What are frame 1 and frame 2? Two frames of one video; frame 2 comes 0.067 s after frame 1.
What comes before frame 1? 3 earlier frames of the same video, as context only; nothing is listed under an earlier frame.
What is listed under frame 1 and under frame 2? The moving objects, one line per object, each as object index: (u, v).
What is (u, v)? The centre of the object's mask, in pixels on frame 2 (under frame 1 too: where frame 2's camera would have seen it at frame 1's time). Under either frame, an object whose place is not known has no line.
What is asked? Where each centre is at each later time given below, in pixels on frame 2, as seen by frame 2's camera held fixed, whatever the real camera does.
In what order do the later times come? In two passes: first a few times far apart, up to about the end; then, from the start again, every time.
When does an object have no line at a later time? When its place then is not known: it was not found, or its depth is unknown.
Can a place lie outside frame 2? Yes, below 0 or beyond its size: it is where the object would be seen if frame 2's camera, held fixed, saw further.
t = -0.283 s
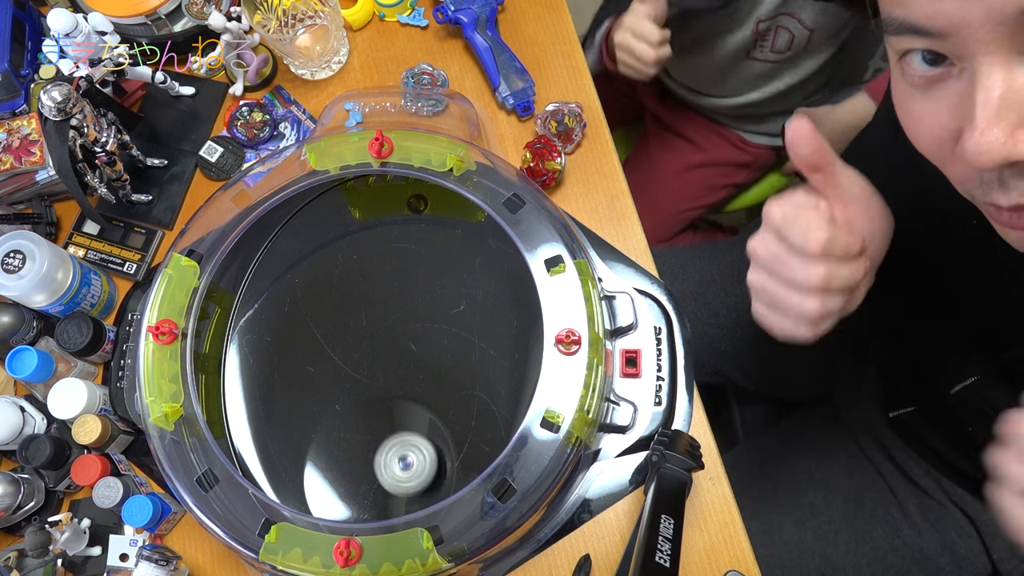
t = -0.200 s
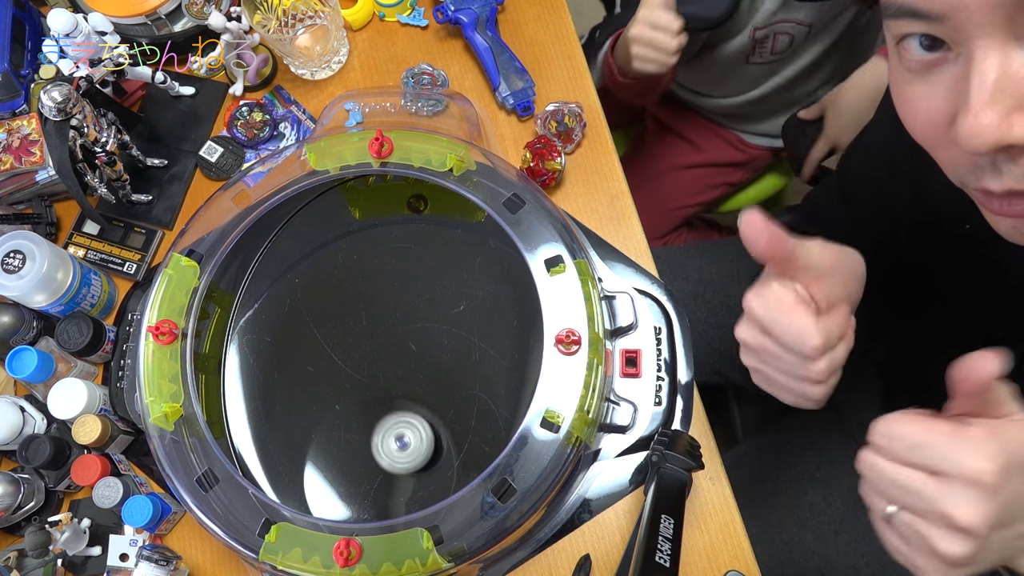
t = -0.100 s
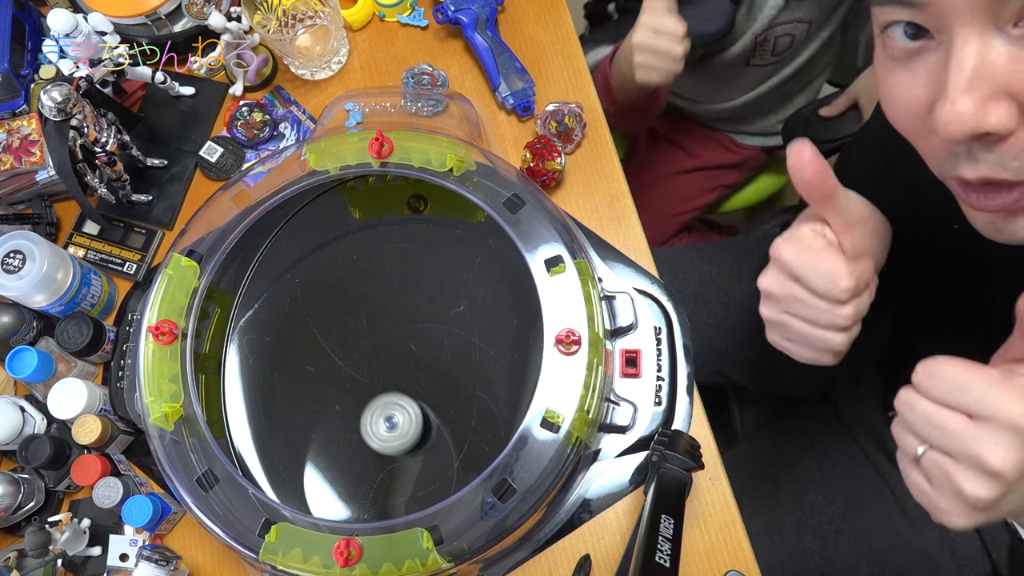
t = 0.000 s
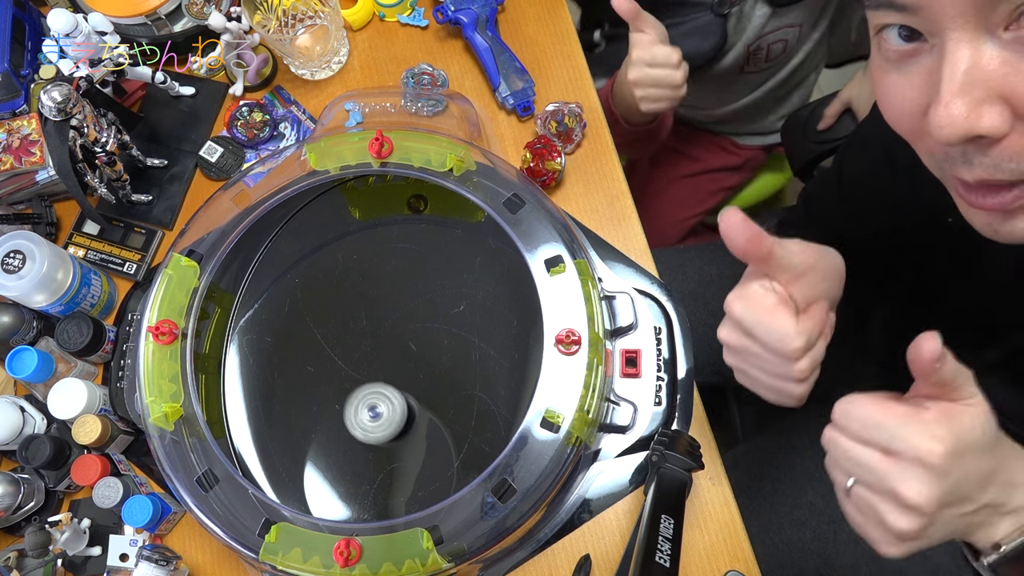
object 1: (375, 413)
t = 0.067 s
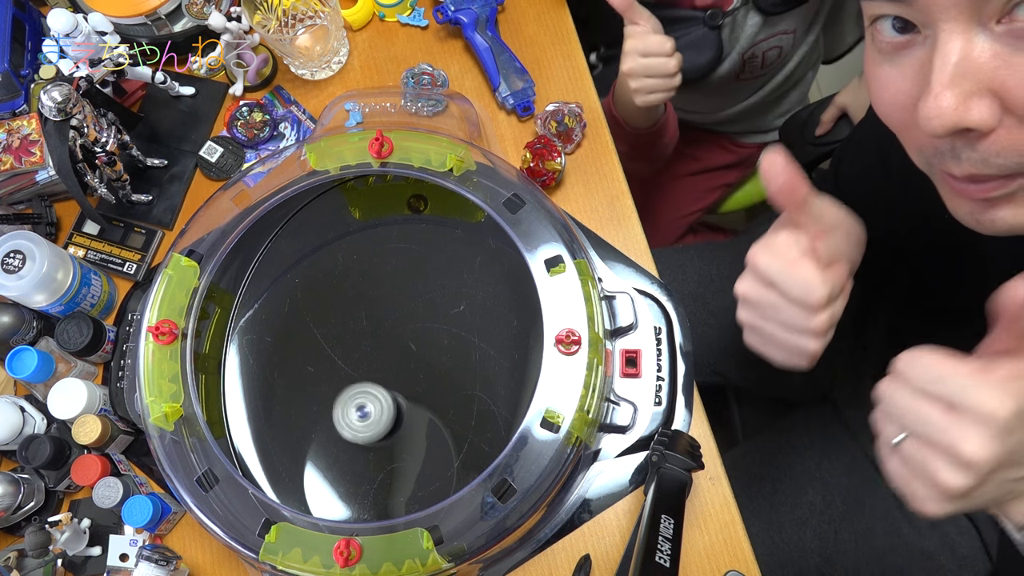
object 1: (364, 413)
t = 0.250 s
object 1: (340, 437)
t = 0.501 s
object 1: (358, 496)
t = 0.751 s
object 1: (405, 495)
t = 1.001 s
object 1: (407, 453)
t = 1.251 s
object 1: (353, 451)
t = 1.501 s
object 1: (335, 496)
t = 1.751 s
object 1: (388, 499)
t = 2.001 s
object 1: (401, 447)
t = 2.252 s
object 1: (364, 418)
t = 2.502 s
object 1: (338, 455)
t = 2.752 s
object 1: (369, 501)
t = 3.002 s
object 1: (411, 488)
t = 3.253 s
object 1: (397, 450)
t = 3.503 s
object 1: (347, 457)
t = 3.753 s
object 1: (341, 498)
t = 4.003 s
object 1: (393, 495)
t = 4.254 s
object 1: (399, 445)
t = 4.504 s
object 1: (366, 423)
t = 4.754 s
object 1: (342, 457)
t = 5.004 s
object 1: (367, 501)
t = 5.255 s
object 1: (408, 489)
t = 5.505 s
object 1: (392, 453)
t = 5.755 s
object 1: (346, 459)
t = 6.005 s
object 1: (345, 498)
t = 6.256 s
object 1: (393, 493)
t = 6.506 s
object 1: (400, 447)
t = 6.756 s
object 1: (369, 428)
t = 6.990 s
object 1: (345, 458)
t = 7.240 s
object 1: (364, 501)
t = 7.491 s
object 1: (403, 491)
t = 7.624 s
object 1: (404, 471)
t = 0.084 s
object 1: (361, 414)
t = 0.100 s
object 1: (358, 415)
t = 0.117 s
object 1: (355, 416)
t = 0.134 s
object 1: (353, 418)
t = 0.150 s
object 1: (350, 420)
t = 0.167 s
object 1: (348, 422)
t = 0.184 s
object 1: (346, 425)
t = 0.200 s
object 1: (344, 427)
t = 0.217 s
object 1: (342, 430)
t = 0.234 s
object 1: (341, 434)
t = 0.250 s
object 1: (340, 437)
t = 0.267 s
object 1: (339, 441)
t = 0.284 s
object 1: (338, 445)
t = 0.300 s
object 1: (338, 449)
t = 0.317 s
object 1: (338, 453)
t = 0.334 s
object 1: (338, 457)
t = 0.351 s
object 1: (339, 462)
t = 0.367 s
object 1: (339, 466)
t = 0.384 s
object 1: (342, 471)
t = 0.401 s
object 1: (343, 475)
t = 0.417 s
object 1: (345, 480)
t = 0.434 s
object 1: (347, 484)
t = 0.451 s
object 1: (349, 488)
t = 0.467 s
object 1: (352, 491)
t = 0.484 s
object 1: (355, 494)
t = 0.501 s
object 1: (358, 496)
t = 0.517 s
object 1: (361, 498)
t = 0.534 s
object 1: (364, 499)
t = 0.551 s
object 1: (367, 501)
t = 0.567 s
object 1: (370, 502)
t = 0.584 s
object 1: (374, 503)
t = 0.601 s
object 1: (377, 503)
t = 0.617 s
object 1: (380, 503)
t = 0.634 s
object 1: (383, 503)
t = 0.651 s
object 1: (387, 502)
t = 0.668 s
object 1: (390, 502)
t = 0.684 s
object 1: (393, 501)
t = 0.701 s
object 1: (397, 504)
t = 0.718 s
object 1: (401, 503)
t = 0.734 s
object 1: (402, 497)
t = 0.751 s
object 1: (405, 495)
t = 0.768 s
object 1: (408, 493)
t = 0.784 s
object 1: (411, 491)
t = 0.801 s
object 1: (413, 489)
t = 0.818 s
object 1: (414, 486)
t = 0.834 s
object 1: (416, 484)
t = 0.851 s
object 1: (417, 481)
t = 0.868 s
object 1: (417, 478)
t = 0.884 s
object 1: (418, 475)
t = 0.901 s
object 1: (417, 472)
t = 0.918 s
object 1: (417, 468)
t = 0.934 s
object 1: (415, 465)
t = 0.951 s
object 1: (414, 461)
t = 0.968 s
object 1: (412, 458)
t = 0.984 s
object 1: (410, 456)
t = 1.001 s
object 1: (407, 453)
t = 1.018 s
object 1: (405, 451)
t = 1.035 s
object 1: (402, 449)
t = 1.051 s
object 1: (398, 447)
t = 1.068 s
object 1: (395, 446)
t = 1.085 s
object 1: (391, 445)
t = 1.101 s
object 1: (387, 444)
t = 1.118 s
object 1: (383, 444)
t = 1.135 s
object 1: (379, 444)
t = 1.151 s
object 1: (375, 444)
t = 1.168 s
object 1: (371, 444)
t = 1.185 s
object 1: (367, 445)
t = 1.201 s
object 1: (363, 446)
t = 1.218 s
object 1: (359, 448)
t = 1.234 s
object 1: (356, 449)
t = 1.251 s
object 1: (353, 451)
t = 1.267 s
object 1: (350, 453)
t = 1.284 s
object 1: (346, 455)
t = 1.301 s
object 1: (344, 458)
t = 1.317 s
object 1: (342, 461)
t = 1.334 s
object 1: (340, 464)
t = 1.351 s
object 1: (337, 467)
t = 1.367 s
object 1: (335, 471)
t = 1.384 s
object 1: (333, 475)
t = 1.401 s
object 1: (332, 478)
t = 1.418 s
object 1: (331, 482)
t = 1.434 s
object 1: (330, 486)
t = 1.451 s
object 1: (331, 489)
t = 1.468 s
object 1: (332, 492)
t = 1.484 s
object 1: (333, 494)
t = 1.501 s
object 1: (335, 496)
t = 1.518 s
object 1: (337, 498)
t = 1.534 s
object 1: (340, 500)
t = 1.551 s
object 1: (342, 502)
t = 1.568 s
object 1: (345, 503)
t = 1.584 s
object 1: (349, 504)
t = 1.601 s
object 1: (353, 505)
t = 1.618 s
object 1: (357, 506)
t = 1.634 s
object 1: (361, 506)
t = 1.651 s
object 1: (365, 506)
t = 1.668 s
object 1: (370, 505)
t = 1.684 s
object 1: (374, 505)
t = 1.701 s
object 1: (378, 504)
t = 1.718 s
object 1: (382, 503)
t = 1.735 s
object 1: (385, 501)
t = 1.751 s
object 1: (388, 499)
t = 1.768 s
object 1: (391, 497)
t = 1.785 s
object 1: (394, 495)
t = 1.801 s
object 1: (397, 492)
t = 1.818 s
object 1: (399, 489)
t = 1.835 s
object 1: (400, 486)
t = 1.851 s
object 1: (402, 483)
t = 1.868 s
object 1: (403, 479)
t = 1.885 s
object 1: (403, 475)
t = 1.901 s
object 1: (404, 471)
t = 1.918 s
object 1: (404, 467)
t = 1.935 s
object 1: (404, 462)
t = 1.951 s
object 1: (403, 459)
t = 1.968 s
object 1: (403, 454)
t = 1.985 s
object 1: (402, 451)
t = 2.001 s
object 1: (401, 447)
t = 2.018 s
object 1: (399, 443)
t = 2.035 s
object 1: (398, 440)
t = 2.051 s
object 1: (396, 437)
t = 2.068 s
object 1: (394, 434)
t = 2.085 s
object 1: (392, 431)
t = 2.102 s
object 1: (390, 428)
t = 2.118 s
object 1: (387, 426)
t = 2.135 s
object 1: (385, 424)
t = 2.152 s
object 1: (382, 422)
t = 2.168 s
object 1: (379, 421)
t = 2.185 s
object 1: (376, 420)
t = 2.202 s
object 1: (373, 419)
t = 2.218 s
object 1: (370, 418)
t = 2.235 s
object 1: (368, 418)
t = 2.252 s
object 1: (364, 418)
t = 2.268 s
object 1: (362, 419)
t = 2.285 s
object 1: (359, 419)
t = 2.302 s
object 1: (356, 420)
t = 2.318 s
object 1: (353, 422)
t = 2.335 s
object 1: (351, 424)
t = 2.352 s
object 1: (349, 426)
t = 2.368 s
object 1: (347, 428)
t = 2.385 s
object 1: (344, 430)
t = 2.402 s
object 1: (343, 434)
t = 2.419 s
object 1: (341, 437)
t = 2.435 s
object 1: (340, 440)
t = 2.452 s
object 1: (339, 443)
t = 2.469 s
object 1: (338, 447)
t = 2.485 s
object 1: (338, 451)
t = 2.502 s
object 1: (338, 455)
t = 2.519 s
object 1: (338, 458)
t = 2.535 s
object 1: (339, 463)
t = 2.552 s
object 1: (339, 467)
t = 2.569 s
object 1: (341, 471)
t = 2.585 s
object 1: (343, 476)
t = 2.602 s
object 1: (344, 480)
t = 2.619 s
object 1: (346, 484)
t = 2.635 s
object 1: (348, 488)
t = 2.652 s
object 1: (351, 491)
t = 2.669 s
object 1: (354, 493)
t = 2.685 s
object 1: (357, 495)
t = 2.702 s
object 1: (360, 497)
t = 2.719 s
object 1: (363, 499)
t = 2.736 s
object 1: (366, 500)
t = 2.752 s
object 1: (369, 501)
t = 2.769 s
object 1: (372, 502)
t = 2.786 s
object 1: (375, 507)
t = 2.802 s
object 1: (378, 508)
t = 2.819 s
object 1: (382, 507)
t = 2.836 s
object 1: (385, 507)
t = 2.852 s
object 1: (388, 507)
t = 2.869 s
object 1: (392, 506)
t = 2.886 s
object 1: (395, 505)
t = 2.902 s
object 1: (398, 503)
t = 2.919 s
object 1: (401, 502)
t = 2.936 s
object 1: (403, 495)
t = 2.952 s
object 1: (405, 494)
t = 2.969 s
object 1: (408, 492)
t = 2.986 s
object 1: (410, 490)
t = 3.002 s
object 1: (411, 488)
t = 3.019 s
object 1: (413, 485)
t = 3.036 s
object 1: (414, 483)
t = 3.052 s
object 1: (415, 480)
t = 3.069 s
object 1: (415, 478)
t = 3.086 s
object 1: (416, 475)
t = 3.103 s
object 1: (415, 471)
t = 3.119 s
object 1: (414, 468)
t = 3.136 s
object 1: (413, 466)
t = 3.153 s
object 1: (412, 463)
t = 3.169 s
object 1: (410, 460)
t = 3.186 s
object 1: (408, 457)
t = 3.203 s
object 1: (406, 455)
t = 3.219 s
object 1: (403, 453)
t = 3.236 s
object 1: (400, 452)
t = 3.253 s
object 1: (397, 450)
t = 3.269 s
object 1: (394, 449)
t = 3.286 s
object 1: (391, 447)
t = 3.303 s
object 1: (387, 447)
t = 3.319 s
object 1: (384, 446)
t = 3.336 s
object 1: (380, 446)
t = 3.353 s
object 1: (377, 446)
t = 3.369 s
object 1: (373, 446)
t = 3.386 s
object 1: (370, 447)
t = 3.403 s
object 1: (366, 447)
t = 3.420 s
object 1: (362, 448)
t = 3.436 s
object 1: (359, 450)
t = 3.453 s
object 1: (356, 451)
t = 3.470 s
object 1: (352, 453)
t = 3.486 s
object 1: (350, 455)
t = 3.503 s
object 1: (347, 457)
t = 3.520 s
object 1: (344, 459)
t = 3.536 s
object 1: (342, 462)
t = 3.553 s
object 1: (340, 465)
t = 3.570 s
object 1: (338, 468)
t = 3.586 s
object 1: (336, 471)
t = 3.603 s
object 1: (334, 474)
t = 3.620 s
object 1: (333, 477)
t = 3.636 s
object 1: (332, 481)
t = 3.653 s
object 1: (332, 485)
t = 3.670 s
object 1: (333, 488)
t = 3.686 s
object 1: (333, 491)
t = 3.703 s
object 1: (334, 493)
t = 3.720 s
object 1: (336, 495)
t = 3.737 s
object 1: (339, 497)
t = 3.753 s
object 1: (341, 498)
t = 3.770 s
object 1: (344, 500)
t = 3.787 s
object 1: (347, 502)
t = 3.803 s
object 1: (351, 503)
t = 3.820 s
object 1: (353, 509)
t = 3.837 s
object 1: (357, 510)
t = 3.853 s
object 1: (361, 510)
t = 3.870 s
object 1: (366, 510)
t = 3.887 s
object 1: (370, 510)
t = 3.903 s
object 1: (374, 509)
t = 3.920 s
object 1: (377, 508)
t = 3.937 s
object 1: (381, 507)
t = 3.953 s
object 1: (384, 500)
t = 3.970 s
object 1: (387, 499)
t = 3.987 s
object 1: (390, 497)
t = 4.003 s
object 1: (393, 495)
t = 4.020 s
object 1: (395, 493)
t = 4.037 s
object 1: (397, 490)
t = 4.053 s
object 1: (399, 488)
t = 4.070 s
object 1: (400, 485)
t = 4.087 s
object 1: (401, 481)
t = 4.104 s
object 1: (402, 478)
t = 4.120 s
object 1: (403, 473)
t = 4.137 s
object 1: (403, 470)
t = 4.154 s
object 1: (403, 466)
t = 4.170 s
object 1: (403, 462)
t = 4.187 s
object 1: (403, 458)
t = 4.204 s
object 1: (402, 455)
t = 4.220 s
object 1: (401, 451)
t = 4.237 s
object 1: (401, 448)
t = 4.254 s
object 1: (399, 445)
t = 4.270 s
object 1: (398, 441)
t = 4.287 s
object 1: (396, 439)
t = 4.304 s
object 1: (395, 436)
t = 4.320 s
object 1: (393, 433)
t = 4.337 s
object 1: (391, 431)
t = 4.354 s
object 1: (389, 429)
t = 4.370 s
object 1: (386, 427)
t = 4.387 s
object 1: (384, 426)
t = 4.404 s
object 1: (382, 425)
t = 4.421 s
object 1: (379, 424)
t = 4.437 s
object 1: (377, 423)
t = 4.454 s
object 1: (374, 423)
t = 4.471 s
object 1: (371, 422)
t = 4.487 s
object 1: (368, 423)
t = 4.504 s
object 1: (366, 423)
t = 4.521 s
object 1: (363, 424)
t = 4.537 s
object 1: (361, 425)
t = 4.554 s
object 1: (358, 426)
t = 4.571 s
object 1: (356, 427)
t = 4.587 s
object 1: (354, 429)
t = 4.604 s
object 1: (352, 431)
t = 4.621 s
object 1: (350, 433)
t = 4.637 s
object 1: (348, 436)
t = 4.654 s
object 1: (347, 438)
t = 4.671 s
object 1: (345, 441)
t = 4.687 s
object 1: (344, 444)
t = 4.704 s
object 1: (342, 447)
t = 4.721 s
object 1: (342, 450)
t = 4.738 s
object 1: (342, 453)
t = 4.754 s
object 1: (342, 457)
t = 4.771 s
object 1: (342, 461)
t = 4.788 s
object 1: (342, 465)
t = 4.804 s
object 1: (343, 469)
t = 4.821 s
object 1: (344, 473)
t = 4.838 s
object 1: (345, 477)
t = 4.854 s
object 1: (346, 480)
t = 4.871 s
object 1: (348, 484)
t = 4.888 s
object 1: (350, 488)
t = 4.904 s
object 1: (352, 491)
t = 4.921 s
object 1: (354, 493)
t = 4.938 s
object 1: (356, 495)
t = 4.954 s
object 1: (359, 497)
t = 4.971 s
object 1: (362, 499)
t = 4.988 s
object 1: (365, 500)
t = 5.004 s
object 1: (367, 501)
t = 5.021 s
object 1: (371, 502)
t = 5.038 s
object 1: (374, 507)
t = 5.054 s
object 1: (376, 508)
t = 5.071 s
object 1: (379, 508)
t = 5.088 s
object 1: (382, 508)
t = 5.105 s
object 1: (385, 507)
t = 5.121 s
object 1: (388, 506)
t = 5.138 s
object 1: (392, 506)
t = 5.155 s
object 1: (395, 504)
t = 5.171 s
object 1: (398, 503)
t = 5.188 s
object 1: (399, 497)
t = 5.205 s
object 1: (402, 495)
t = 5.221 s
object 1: (404, 493)
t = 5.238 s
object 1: (406, 491)
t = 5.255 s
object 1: (408, 489)
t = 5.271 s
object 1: (409, 487)
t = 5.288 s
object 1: (410, 484)
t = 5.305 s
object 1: (411, 482)
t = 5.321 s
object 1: (411, 479)
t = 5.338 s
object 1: (411, 476)
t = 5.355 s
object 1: (410, 473)
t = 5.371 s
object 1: (409, 470)
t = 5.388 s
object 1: (408, 468)
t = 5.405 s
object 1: (406, 465)
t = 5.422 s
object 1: (405, 463)
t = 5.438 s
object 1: (403, 460)
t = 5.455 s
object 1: (400, 458)
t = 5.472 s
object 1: (397, 456)
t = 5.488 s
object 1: (395, 454)
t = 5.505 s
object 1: (392, 453)
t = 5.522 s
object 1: (389, 452)
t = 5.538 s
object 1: (386, 451)
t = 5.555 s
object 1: (383, 450)
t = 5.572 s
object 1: (379, 449)
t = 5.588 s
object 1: (376, 449)
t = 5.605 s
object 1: (373, 449)
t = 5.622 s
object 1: (369, 449)
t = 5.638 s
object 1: (366, 450)
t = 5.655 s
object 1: (362, 451)
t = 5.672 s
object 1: (359, 452)
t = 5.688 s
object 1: (356, 453)
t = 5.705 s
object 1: (354, 454)
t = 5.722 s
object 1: (351, 456)
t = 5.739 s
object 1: (348, 457)
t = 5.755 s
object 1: (346, 459)
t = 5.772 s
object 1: (344, 461)
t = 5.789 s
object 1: (341, 464)
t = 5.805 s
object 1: (340, 467)
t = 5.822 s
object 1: (337, 470)
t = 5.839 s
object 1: (336, 473)
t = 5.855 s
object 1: (335, 476)
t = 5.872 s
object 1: (334, 479)
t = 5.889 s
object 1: (334, 482)
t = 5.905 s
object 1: (334, 486)
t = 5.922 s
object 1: (335, 489)
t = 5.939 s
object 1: (336, 491)
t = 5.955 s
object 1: (338, 493)
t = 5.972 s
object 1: (340, 495)
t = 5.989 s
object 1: (342, 497)
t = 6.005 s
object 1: (345, 498)
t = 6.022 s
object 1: (347, 500)
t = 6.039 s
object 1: (350, 501)
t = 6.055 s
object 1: (354, 502)
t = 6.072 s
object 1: (357, 503)
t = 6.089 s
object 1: (360, 508)
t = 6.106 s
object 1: (364, 508)
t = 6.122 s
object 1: (368, 508)
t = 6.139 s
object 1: (372, 508)
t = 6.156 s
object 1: (376, 507)
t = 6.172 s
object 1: (379, 501)
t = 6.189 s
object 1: (382, 500)
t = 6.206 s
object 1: (385, 499)
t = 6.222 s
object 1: (388, 497)
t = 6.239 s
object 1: (391, 495)
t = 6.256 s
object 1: (393, 493)
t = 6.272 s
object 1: (395, 491)
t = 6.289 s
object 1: (397, 489)
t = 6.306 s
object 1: (398, 487)
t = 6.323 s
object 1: (400, 484)
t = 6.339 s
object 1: (401, 481)
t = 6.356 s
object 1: (402, 477)
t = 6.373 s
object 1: (403, 473)
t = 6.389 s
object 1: (403, 470)
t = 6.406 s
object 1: (404, 466)
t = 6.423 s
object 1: (404, 463)
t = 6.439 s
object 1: (404, 459)
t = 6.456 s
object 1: (403, 456)
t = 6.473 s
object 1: (402, 453)
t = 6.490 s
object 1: (401, 450)
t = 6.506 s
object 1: (400, 447)
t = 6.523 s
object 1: (399, 444)
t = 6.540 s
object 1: (398, 441)
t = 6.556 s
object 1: (396, 439)
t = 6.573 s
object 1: (394, 437)
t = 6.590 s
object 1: (393, 435)
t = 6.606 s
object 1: (391, 433)
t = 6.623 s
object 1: (389, 431)
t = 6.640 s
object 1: (387, 430)
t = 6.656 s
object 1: (384, 429)
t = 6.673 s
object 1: (382, 428)
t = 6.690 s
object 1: (379, 428)
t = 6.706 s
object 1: (377, 427)
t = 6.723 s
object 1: (374, 427)
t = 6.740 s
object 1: (372, 427)
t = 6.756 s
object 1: (369, 428)
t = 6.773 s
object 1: (367, 429)
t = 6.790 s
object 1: (364, 430)
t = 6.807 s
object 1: (362, 431)
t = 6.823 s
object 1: (359, 432)
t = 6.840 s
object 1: (357, 434)
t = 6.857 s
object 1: (355, 436)
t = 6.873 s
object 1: (353, 438)
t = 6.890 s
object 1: (351, 441)
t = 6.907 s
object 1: (350, 443)
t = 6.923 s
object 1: (349, 446)
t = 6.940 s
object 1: (347, 449)
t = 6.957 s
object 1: (346, 452)
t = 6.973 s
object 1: (345, 455)
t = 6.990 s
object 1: (345, 458)
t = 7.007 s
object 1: (344, 461)
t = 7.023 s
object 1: (344, 465)
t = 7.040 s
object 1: (344, 469)
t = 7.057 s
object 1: (345, 472)
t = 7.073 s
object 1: (346, 476)
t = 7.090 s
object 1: (346, 480)
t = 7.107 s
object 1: (348, 484)
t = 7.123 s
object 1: (349, 487)
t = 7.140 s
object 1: (351, 490)
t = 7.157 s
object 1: (353, 492)
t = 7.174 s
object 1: (355, 494)
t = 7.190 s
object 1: (357, 496)
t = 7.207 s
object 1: (359, 498)
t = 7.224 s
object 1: (362, 499)
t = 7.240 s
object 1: (364, 501)
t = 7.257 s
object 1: (367, 502)
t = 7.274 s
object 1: (370, 507)
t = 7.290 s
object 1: (373, 508)
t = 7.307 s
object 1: (375, 508)
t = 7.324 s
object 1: (378, 508)
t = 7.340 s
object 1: (381, 508)
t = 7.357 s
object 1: (384, 507)
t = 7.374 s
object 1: (388, 507)
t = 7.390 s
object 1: (391, 505)
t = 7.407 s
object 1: (394, 504)
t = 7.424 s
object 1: (396, 498)
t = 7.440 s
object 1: (398, 496)
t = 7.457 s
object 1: (400, 494)
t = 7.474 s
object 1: (402, 493)
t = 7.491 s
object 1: (403, 491)
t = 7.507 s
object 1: (404, 489)
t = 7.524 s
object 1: (405, 487)
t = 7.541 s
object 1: (406, 485)
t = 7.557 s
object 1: (406, 483)
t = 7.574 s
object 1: (407, 480)
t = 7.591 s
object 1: (406, 477)
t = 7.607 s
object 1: (405, 474)
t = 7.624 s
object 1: (404, 471)
